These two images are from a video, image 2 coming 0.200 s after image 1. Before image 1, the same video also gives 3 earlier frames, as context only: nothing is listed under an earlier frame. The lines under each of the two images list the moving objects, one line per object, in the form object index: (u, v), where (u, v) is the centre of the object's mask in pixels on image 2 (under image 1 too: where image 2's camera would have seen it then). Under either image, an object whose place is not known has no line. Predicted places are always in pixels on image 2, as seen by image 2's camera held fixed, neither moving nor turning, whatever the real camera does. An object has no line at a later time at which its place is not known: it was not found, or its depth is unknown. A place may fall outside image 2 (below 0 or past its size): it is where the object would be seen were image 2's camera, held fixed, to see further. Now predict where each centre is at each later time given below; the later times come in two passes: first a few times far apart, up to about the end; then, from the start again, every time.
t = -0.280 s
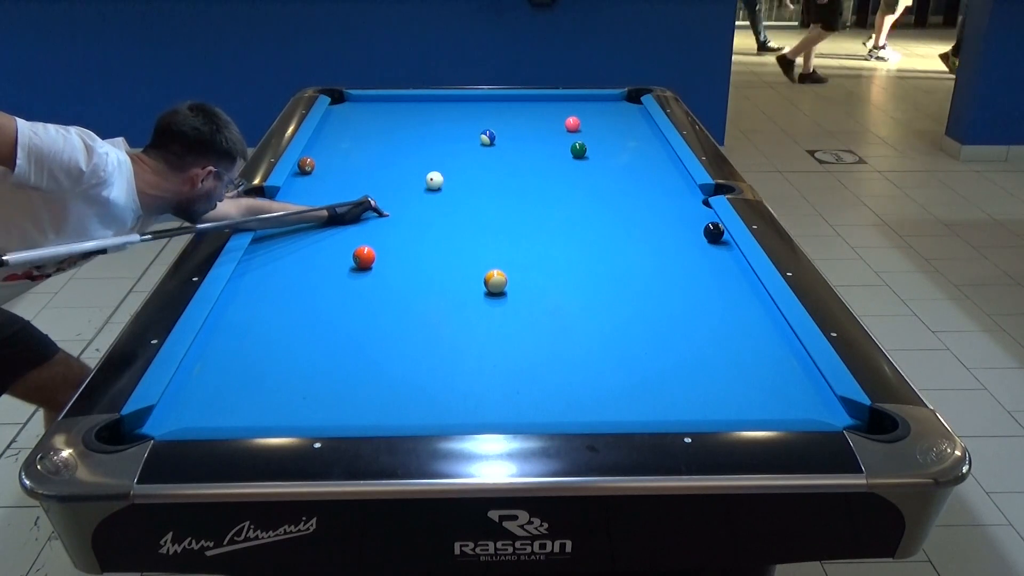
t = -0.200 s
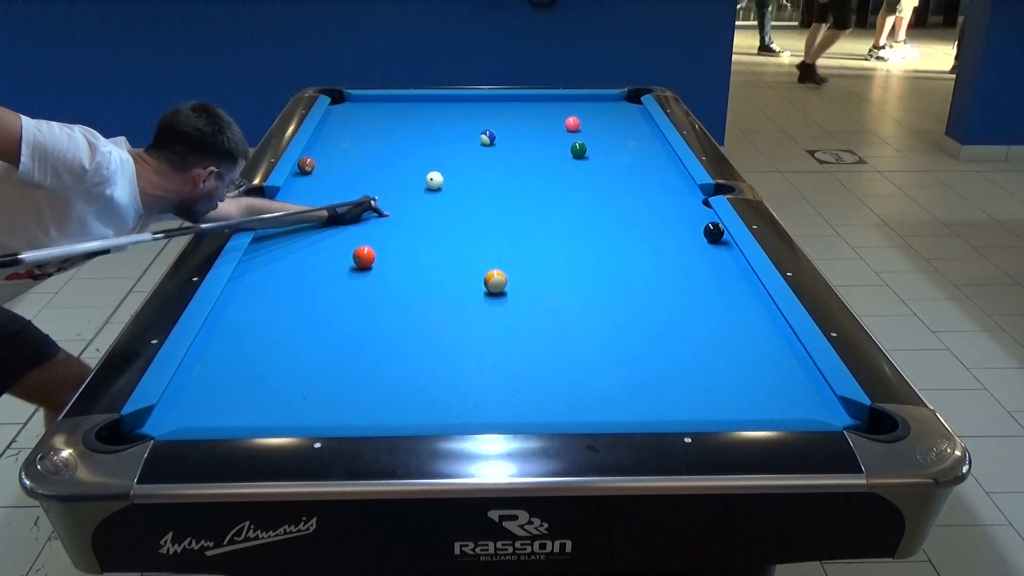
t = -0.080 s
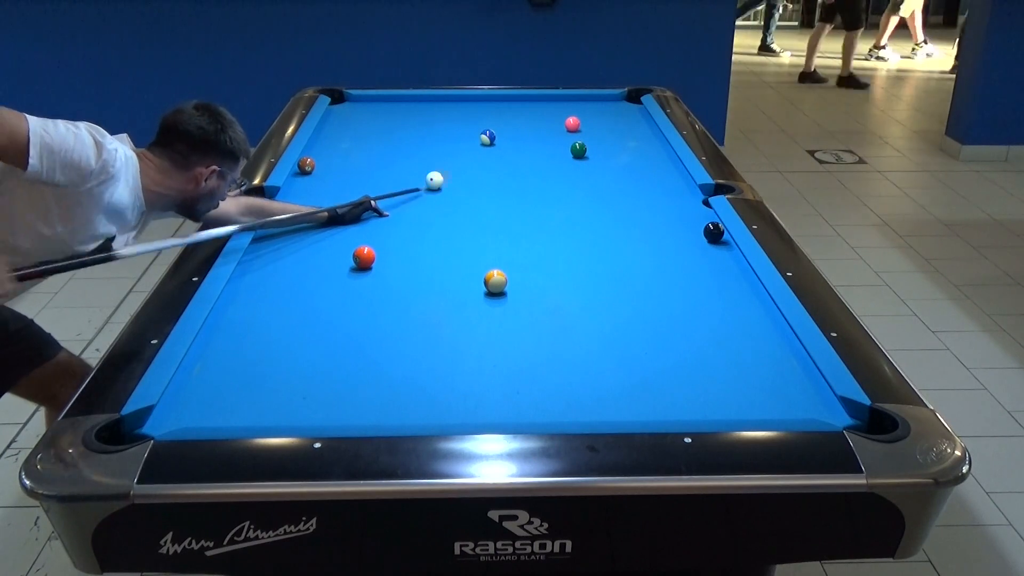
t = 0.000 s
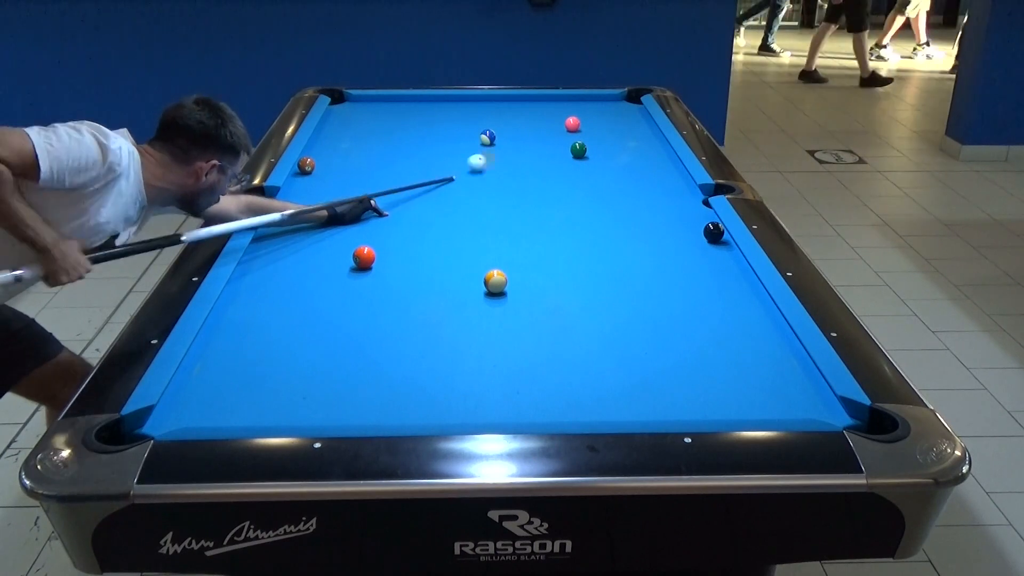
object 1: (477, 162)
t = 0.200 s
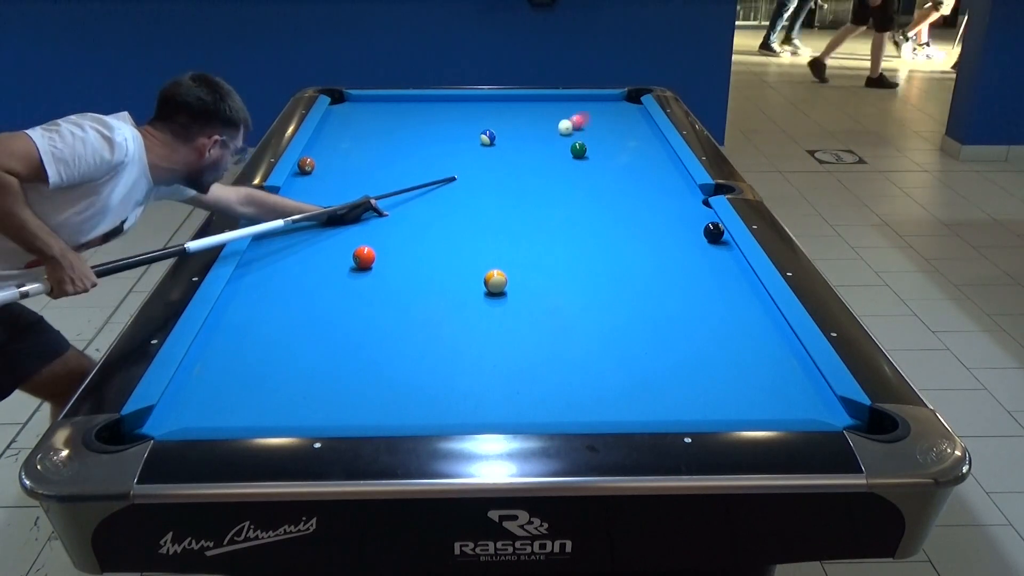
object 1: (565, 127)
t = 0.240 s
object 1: (566, 127)
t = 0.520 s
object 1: (558, 133)
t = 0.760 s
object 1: (550, 138)
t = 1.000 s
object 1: (541, 143)
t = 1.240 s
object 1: (532, 148)
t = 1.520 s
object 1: (523, 154)
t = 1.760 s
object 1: (515, 159)
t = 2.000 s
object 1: (508, 163)
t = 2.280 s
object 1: (501, 168)
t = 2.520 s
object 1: (495, 172)
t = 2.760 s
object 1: (489, 175)
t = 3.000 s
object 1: (484, 178)
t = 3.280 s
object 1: (478, 182)
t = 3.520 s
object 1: (474, 184)
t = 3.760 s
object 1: (471, 186)
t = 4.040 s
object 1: (468, 187)
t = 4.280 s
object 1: (466, 188)
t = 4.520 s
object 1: (466, 189)
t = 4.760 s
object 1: (465, 189)
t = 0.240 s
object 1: (566, 127)
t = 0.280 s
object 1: (566, 128)
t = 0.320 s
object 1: (565, 128)
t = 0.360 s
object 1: (564, 129)
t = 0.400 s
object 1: (563, 130)
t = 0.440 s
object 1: (561, 131)
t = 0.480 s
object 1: (560, 132)
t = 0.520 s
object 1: (558, 133)
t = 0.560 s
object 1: (557, 134)
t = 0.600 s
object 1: (555, 135)
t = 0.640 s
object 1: (554, 136)
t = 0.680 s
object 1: (553, 136)
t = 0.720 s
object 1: (551, 137)
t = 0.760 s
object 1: (550, 138)
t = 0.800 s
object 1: (548, 139)
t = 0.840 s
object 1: (546, 140)
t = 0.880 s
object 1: (545, 141)
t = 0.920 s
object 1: (544, 142)
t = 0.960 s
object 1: (542, 142)
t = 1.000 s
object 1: (541, 143)
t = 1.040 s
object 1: (539, 144)
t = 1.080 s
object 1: (538, 145)
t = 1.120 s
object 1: (537, 146)
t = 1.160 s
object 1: (535, 147)
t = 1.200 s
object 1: (534, 148)
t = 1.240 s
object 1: (532, 148)
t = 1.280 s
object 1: (531, 149)
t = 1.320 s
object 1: (530, 150)
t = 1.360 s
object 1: (528, 151)
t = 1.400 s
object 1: (527, 152)
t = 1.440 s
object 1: (526, 153)
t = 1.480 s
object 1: (524, 153)
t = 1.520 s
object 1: (523, 154)
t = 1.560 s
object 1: (522, 155)
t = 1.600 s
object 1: (521, 156)
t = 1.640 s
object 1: (519, 157)
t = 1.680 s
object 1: (518, 157)
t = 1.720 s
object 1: (517, 158)
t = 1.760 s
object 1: (515, 159)
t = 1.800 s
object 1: (514, 160)
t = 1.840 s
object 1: (513, 161)
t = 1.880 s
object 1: (512, 161)
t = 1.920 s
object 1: (511, 162)
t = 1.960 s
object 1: (510, 163)
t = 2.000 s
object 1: (508, 163)
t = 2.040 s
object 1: (507, 164)
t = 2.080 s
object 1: (506, 165)
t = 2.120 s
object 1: (505, 166)
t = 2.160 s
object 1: (504, 166)
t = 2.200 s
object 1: (503, 167)
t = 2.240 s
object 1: (502, 168)
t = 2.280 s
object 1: (501, 168)
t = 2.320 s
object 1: (500, 169)
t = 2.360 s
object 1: (499, 170)
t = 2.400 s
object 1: (498, 170)
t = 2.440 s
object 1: (497, 171)
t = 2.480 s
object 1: (496, 171)
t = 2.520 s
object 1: (495, 172)
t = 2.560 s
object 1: (494, 173)
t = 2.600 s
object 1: (493, 173)
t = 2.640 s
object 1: (492, 174)
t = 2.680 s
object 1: (491, 174)
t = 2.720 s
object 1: (490, 175)
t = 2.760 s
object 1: (489, 175)
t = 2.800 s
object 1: (488, 176)
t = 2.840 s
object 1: (487, 177)
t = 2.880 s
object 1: (486, 177)
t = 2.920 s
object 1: (485, 177)
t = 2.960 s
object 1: (484, 178)
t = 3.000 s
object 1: (484, 178)
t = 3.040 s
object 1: (483, 179)
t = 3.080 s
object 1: (482, 179)
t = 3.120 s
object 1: (481, 180)
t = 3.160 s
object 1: (480, 180)
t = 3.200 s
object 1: (480, 181)
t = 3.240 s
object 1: (479, 181)
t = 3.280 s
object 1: (478, 182)
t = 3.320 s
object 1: (477, 182)
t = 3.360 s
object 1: (477, 183)
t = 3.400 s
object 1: (476, 183)
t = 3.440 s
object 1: (475, 183)
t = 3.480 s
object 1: (475, 184)
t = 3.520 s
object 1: (474, 184)
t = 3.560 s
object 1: (473, 184)
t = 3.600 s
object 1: (473, 185)
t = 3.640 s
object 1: (472, 185)
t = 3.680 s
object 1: (472, 185)
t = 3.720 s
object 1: (471, 185)
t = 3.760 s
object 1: (471, 186)
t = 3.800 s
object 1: (471, 186)
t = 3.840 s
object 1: (470, 186)
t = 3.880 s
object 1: (470, 186)
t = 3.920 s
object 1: (469, 187)
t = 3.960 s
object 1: (469, 187)
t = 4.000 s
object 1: (469, 187)
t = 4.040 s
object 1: (468, 187)
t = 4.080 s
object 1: (468, 187)
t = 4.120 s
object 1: (468, 188)
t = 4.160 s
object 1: (467, 188)
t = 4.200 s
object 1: (467, 188)
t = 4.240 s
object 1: (467, 188)
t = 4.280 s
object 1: (466, 188)
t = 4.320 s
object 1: (466, 188)
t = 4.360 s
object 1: (466, 188)
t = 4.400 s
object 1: (466, 189)
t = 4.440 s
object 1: (466, 189)
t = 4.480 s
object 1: (466, 189)
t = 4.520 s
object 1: (466, 189)
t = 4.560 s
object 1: (466, 189)
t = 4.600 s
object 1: (466, 189)
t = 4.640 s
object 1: (466, 189)
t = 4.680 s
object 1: (465, 189)
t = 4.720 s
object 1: (465, 189)
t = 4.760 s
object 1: (465, 189)
